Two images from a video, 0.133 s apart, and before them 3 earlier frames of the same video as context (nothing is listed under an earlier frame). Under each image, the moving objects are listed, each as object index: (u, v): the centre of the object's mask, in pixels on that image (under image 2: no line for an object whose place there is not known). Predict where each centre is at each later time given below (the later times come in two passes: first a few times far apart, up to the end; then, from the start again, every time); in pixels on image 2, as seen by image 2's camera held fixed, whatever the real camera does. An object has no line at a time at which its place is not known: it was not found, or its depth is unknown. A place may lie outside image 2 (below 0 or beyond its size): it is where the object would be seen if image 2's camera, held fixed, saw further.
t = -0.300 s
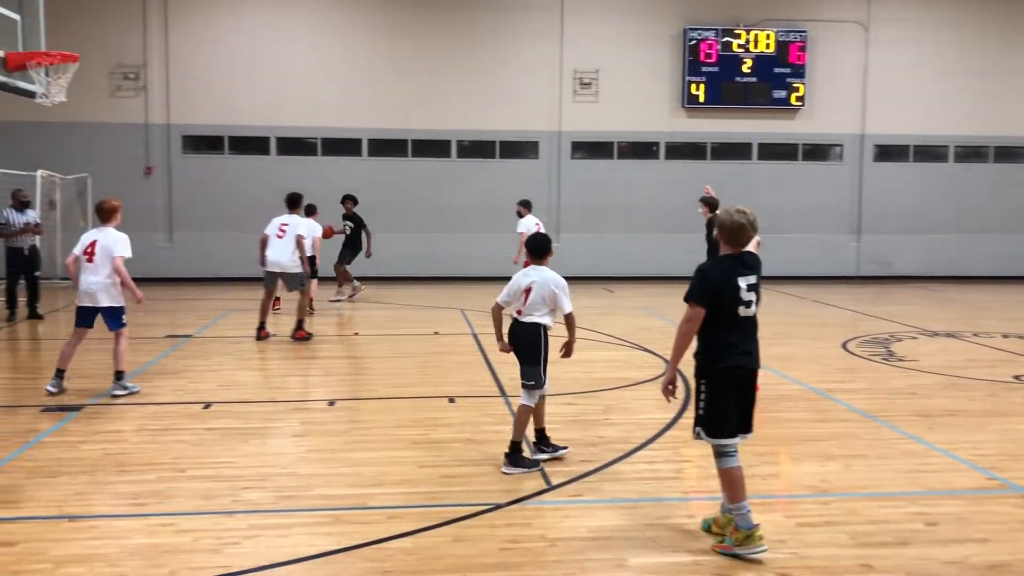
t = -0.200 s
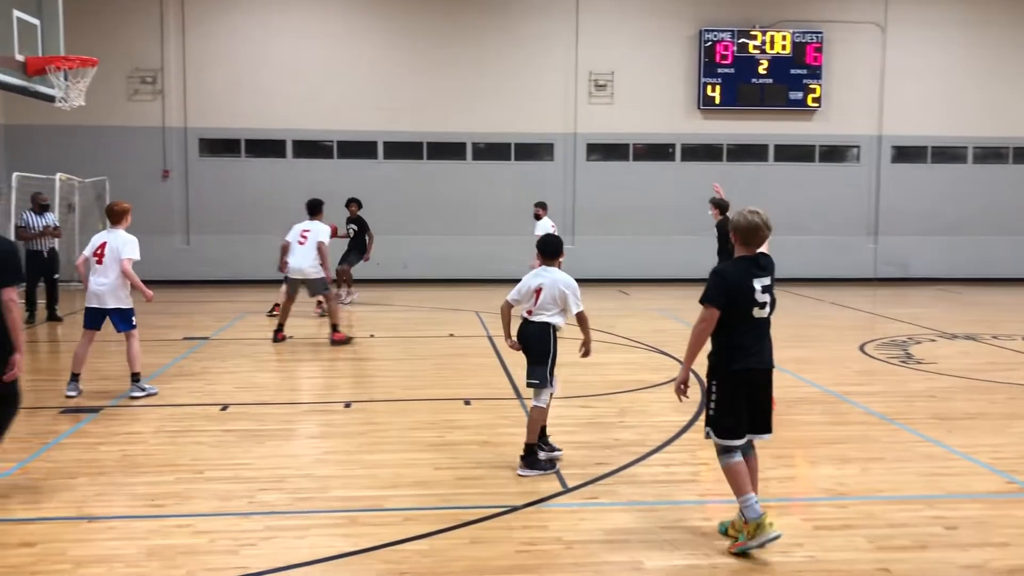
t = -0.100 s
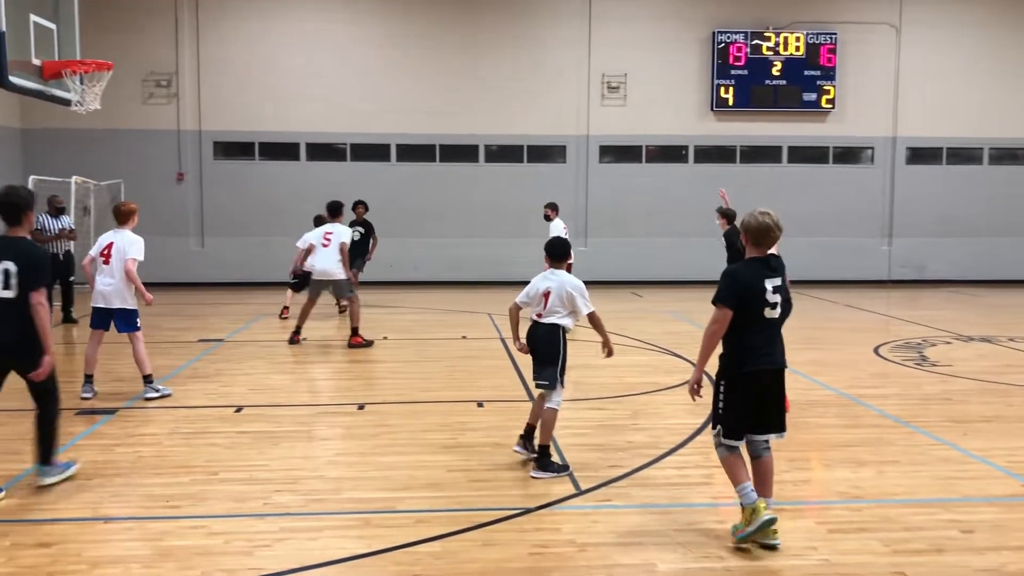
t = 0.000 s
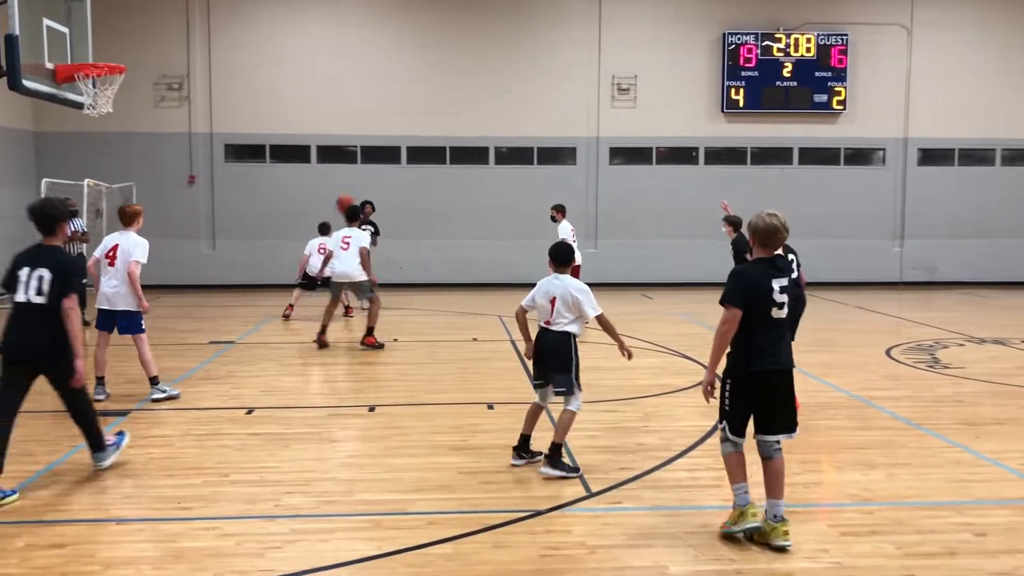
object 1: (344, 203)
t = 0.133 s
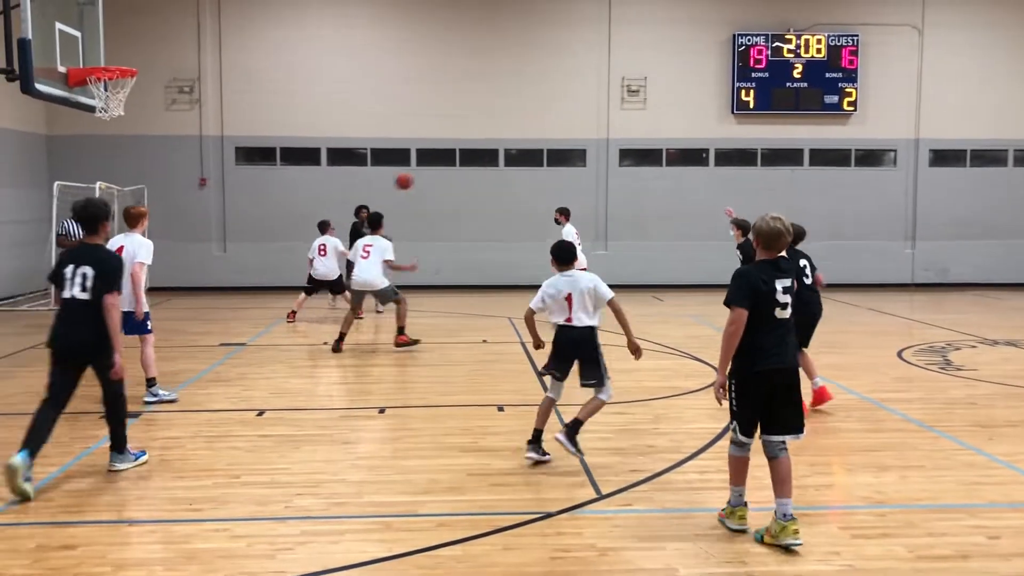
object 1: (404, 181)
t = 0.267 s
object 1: (465, 166)
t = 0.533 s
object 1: (625, 167)
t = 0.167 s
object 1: (418, 177)
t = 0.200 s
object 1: (433, 172)
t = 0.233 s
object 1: (448, 169)
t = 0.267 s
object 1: (465, 166)
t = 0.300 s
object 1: (482, 163)
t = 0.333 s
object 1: (498, 162)
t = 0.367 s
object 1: (518, 160)
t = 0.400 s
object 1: (536, 160)
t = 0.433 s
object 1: (557, 161)
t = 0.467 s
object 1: (578, 162)
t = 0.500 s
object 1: (600, 164)
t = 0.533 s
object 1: (625, 167)
